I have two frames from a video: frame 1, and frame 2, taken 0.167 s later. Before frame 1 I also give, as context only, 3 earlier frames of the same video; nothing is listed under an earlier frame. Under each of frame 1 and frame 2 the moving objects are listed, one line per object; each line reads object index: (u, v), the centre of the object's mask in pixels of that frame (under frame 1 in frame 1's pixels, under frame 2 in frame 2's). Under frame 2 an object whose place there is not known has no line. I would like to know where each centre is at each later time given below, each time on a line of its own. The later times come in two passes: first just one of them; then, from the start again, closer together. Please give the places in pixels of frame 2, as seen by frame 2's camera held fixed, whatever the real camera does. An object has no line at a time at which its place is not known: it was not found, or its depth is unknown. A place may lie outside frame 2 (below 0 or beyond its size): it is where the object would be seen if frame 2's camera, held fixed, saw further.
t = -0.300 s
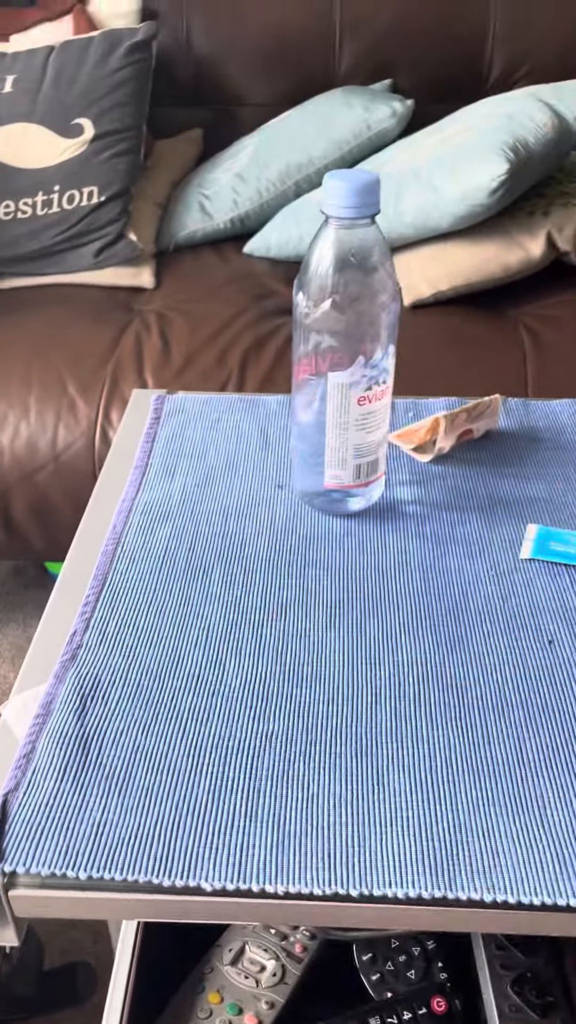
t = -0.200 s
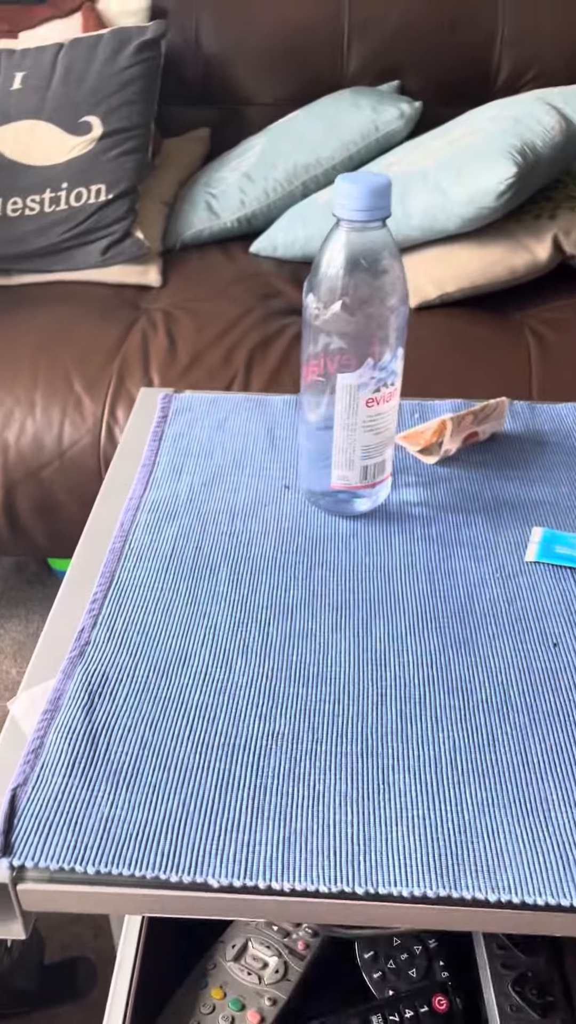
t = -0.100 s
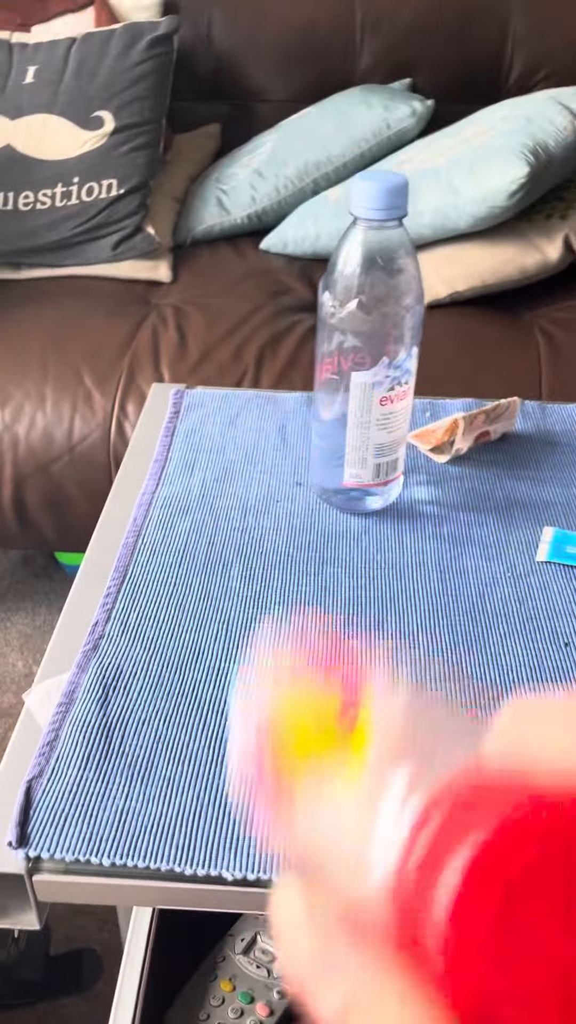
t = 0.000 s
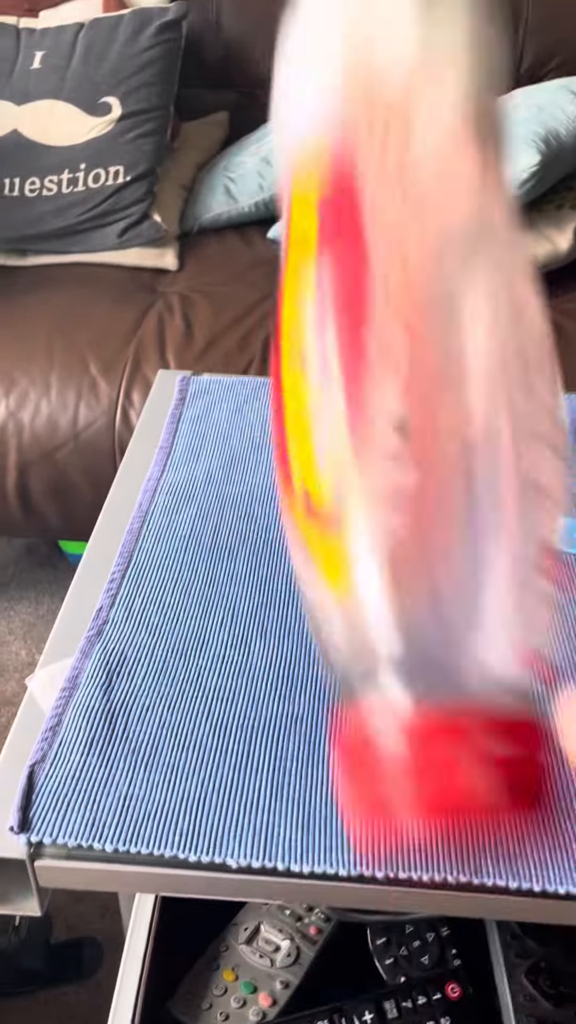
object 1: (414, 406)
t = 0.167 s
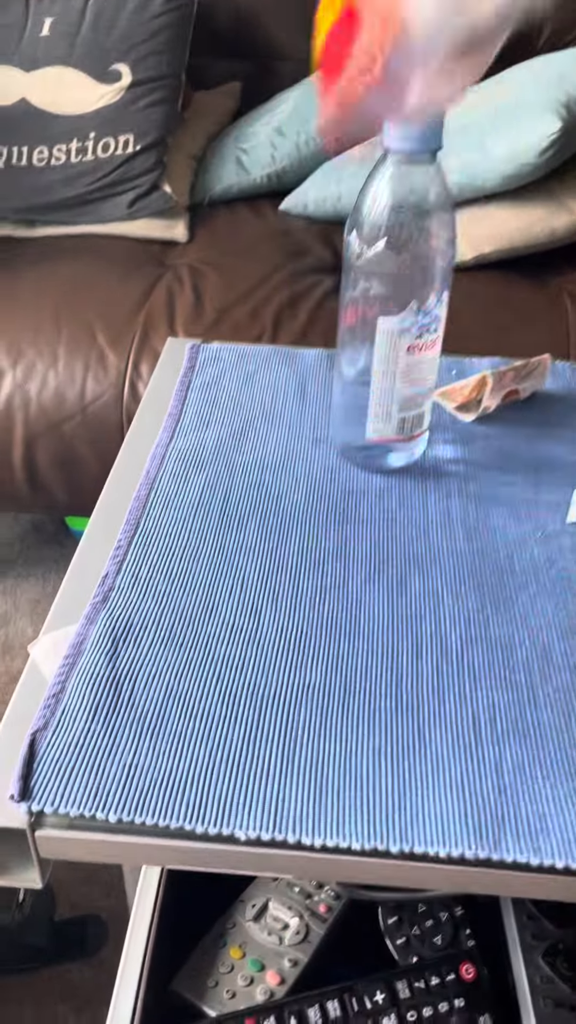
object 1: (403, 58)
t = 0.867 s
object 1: (304, 478)
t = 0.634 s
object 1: (325, 433)
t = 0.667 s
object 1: (318, 446)
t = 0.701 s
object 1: (314, 468)
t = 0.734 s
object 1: (312, 484)
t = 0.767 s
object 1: (309, 469)
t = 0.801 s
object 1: (306, 466)
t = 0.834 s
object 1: (305, 471)
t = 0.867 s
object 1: (304, 478)
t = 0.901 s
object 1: (302, 478)
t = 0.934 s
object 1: (301, 478)
